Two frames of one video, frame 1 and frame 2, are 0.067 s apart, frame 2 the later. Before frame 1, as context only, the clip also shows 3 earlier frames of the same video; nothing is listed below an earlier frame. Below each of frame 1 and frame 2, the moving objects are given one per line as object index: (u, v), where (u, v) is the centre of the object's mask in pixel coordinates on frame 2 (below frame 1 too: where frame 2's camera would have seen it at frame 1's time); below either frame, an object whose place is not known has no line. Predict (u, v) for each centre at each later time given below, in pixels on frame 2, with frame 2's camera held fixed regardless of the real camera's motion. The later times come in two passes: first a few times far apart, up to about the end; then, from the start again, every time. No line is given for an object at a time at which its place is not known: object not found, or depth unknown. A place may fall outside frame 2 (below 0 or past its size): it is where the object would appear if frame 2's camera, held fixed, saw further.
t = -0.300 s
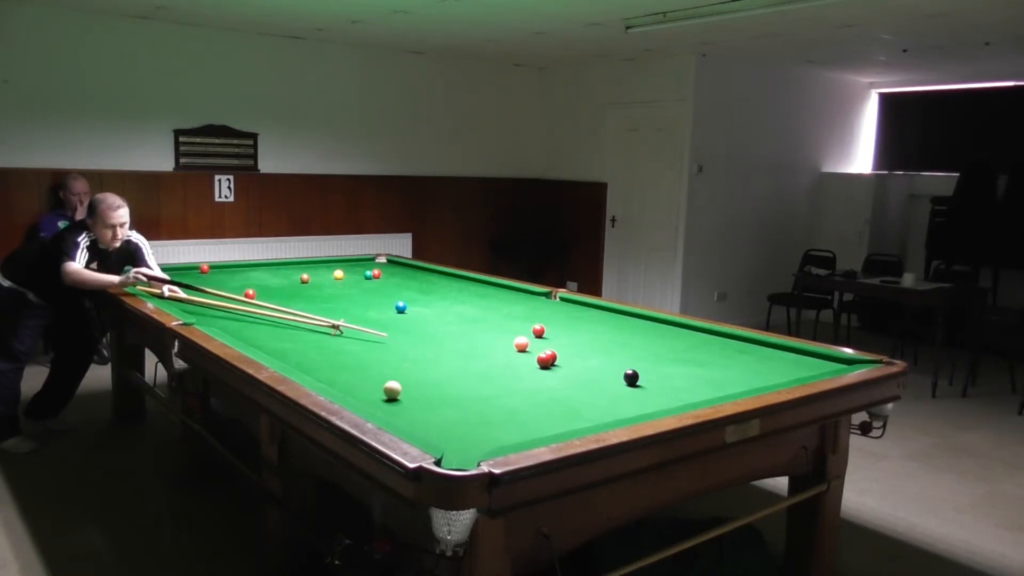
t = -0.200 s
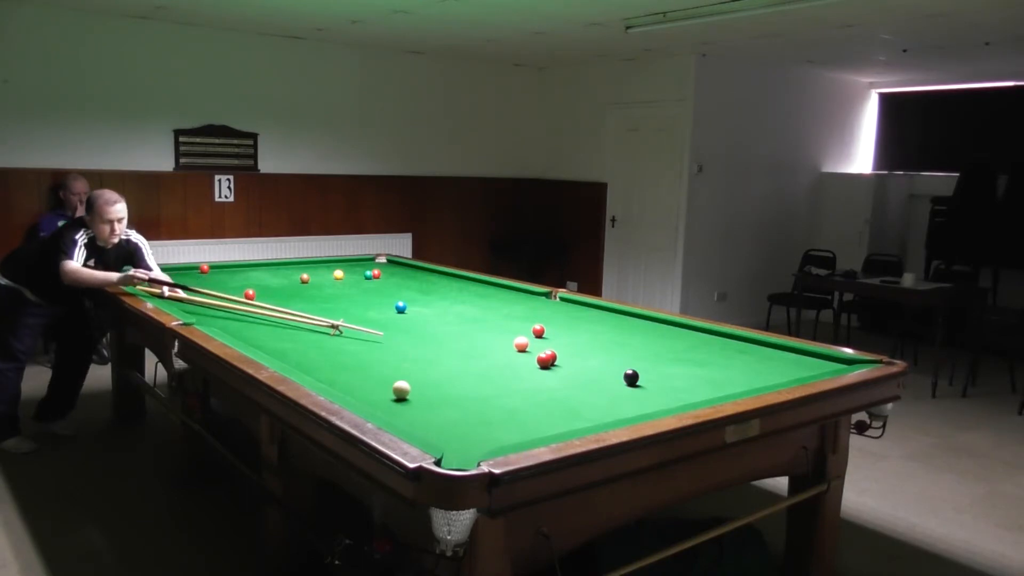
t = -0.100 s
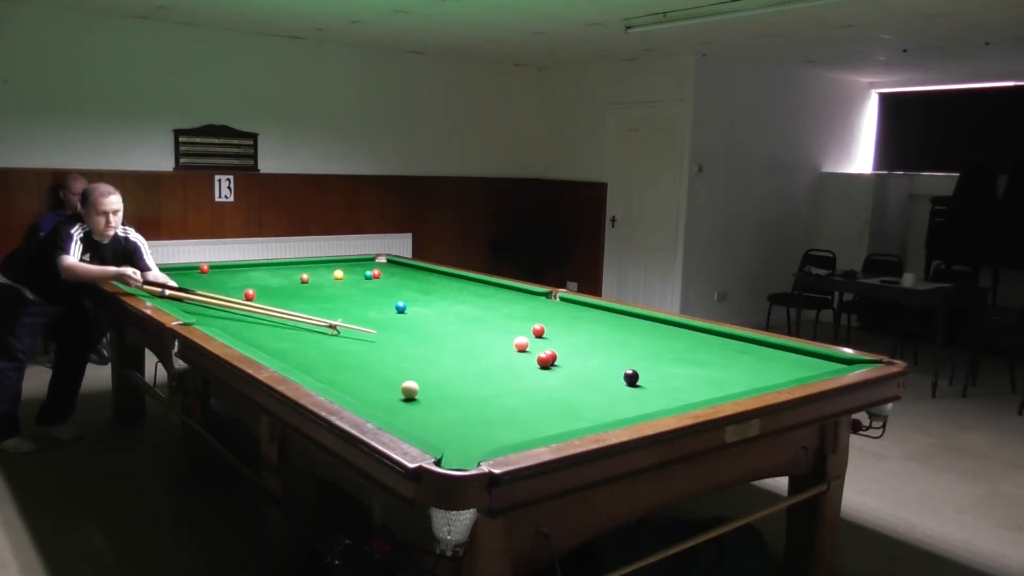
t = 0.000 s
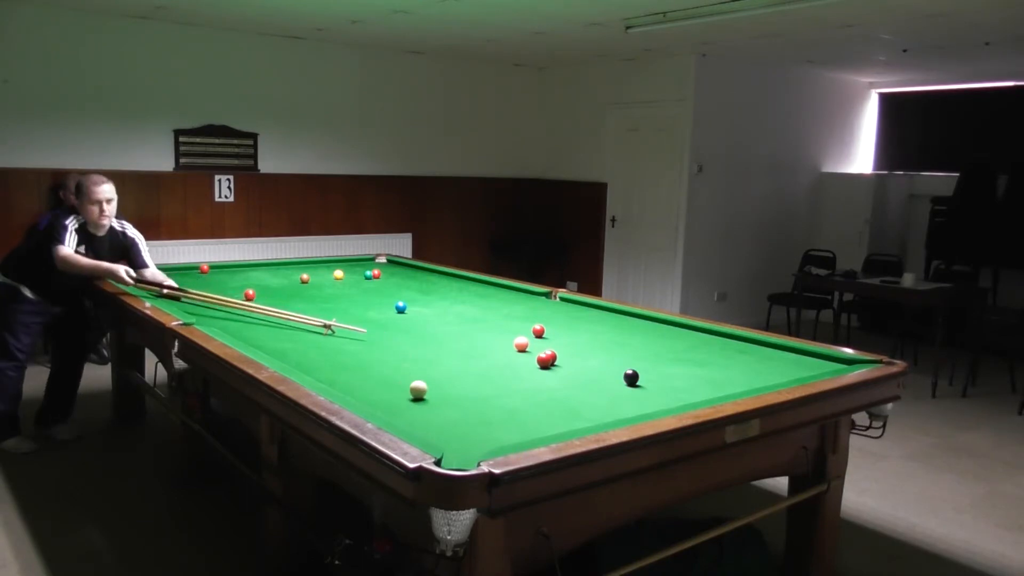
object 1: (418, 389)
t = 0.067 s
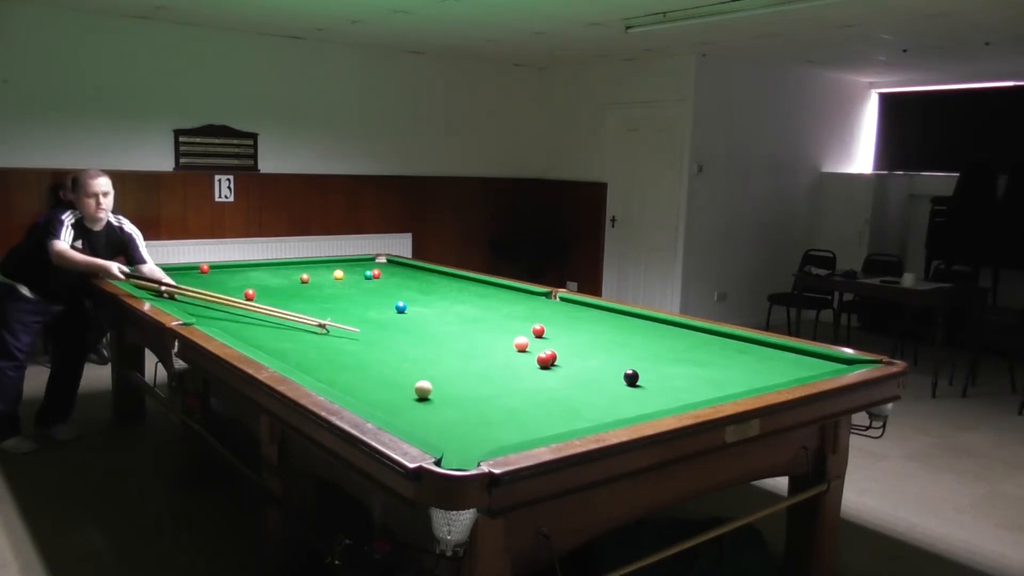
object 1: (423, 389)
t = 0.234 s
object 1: (437, 389)
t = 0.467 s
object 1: (453, 388)
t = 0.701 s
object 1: (468, 388)
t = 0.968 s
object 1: (483, 388)
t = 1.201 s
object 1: (495, 388)
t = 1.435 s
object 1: (505, 388)
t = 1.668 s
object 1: (513, 388)
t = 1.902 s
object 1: (521, 387)
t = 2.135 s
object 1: (526, 387)
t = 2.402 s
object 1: (531, 387)
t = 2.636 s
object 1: (532, 387)
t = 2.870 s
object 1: (533, 387)
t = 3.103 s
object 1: (533, 387)
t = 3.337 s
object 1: (532, 387)
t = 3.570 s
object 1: (532, 387)
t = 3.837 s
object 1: (532, 387)
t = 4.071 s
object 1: (532, 387)
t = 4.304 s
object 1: (532, 387)
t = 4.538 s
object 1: (532, 387)
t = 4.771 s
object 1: (532, 387)
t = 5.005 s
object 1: (532, 387)
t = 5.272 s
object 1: (532, 387)
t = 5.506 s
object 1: (532, 387)
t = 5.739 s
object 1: (532, 387)
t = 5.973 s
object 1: (532, 387)
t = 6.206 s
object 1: (532, 387)
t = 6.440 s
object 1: (532, 387)
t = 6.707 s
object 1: (532, 387)
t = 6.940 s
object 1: (532, 387)
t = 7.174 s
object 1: (532, 387)
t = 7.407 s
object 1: (532, 387)
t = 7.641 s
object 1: (532, 387)
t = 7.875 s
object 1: (532, 387)
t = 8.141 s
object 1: (532, 387)
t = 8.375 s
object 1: (532, 387)
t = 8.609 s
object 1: (532, 387)
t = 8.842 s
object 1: (532, 387)
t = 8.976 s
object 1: (532, 387)
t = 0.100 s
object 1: (426, 389)
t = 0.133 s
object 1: (429, 389)
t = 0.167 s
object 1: (431, 389)
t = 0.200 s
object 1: (434, 389)
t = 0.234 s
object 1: (437, 389)
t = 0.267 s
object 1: (438, 389)
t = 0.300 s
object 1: (441, 389)
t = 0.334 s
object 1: (444, 389)
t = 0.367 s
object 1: (446, 389)
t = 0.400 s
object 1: (449, 388)
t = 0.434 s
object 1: (451, 388)
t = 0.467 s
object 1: (453, 388)
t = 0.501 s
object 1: (455, 388)
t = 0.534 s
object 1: (458, 388)
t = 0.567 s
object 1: (459, 388)
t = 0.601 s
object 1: (462, 388)
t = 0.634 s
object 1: (464, 388)
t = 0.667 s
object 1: (466, 388)
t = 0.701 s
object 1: (468, 388)
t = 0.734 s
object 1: (470, 388)
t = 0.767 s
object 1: (472, 388)
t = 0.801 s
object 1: (474, 388)
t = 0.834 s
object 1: (476, 388)
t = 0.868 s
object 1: (477, 388)
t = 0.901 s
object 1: (480, 388)
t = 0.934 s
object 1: (482, 388)
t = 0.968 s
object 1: (483, 388)
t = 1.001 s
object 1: (485, 388)
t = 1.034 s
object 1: (487, 388)
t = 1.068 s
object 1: (488, 388)
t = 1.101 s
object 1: (490, 388)
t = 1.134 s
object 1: (492, 388)
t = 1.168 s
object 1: (493, 388)
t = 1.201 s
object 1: (495, 388)
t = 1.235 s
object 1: (497, 388)
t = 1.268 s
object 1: (498, 388)
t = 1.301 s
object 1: (499, 388)
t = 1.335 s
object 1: (501, 388)
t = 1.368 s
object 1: (502, 388)
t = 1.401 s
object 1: (504, 388)
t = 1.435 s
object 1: (505, 388)
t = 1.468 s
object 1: (506, 388)
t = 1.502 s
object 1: (508, 388)
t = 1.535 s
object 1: (509, 388)
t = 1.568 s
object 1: (510, 388)
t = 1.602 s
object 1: (511, 388)
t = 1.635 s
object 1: (513, 388)
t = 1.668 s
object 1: (513, 388)
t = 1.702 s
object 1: (515, 387)
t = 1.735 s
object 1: (516, 387)
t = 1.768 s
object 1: (517, 387)
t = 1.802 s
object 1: (518, 387)
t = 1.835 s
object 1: (519, 387)
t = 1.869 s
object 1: (520, 387)
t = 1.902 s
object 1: (521, 387)
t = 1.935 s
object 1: (522, 387)
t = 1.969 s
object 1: (522, 387)
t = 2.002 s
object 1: (523, 387)
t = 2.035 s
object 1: (524, 387)
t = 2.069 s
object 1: (525, 387)
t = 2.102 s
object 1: (525, 387)
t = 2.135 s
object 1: (526, 387)
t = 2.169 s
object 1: (527, 387)
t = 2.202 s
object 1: (528, 387)
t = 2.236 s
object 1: (528, 387)
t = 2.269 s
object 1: (529, 387)
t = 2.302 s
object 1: (529, 387)
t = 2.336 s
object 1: (530, 387)
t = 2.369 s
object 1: (530, 387)
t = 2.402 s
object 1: (531, 387)
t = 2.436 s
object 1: (531, 387)
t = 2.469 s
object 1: (531, 387)
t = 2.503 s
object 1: (532, 387)
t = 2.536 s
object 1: (532, 387)
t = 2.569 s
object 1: (532, 387)
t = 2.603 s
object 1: (532, 387)
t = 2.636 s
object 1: (532, 387)
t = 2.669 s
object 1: (533, 387)
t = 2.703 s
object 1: (533, 387)
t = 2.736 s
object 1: (533, 387)
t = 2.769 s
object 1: (533, 387)
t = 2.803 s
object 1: (533, 387)
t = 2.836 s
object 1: (533, 387)
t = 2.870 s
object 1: (533, 387)
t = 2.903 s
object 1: (533, 387)
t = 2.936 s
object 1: (533, 387)
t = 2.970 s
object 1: (533, 387)
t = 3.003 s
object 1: (533, 387)
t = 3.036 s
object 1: (533, 387)
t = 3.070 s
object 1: (533, 387)
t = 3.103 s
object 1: (533, 387)
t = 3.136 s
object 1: (532, 387)
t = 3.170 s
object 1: (532, 387)
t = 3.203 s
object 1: (532, 387)
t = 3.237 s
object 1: (532, 387)
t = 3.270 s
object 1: (532, 387)
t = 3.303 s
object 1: (532, 387)
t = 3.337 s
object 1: (532, 387)
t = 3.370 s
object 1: (532, 387)
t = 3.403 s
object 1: (532, 387)
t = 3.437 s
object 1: (532, 387)
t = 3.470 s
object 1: (532, 387)
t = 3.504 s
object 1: (532, 387)
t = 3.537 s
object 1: (532, 387)
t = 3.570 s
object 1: (532, 387)
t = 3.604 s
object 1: (532, 387)
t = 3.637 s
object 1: (532, 387)
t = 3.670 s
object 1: (532, 387)
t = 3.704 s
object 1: (532, 387)
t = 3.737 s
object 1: (532, 387)
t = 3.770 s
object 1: (532, 387)
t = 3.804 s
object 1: (532, 387)
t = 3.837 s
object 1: (532, 387)
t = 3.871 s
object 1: (532, 387)
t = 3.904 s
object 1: (532, 387)
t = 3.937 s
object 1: (532, 387)
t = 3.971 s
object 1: (532, 387)
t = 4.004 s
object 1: (532, 387)
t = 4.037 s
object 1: (532, 387)
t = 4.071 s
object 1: (532, 387)
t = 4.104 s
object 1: (532, 387)
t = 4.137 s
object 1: (532, 387)
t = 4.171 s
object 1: (532, 387)
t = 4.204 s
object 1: (532, 387)
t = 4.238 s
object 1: (532, 387)
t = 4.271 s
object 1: (532, 387)
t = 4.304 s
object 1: (532, 387)
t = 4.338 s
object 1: (532, 387)
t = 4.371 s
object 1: (532, 387)
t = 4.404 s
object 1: (532, 387)
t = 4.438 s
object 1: (532, 387)
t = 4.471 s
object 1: (532, 387)
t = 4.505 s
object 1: (532, 387)
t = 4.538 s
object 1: (532, 387)
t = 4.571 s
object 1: (532, 387)
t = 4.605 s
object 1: (532, 387)
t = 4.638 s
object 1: (532, 387)
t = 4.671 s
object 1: (532, 387)
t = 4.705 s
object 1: (532, 387)
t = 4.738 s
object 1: (532, 387)
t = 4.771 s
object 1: (532, 387)
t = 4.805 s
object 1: (532, 387)
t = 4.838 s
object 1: (532, 387)
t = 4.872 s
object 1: (532, 387)
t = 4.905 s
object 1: (532, 387)
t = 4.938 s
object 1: (532, 387)
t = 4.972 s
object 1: (532, 387)
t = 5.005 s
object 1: (532, 387)
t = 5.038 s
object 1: (532, 387)
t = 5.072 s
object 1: (532, 387)
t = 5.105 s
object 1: (532, 387)
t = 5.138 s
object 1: (532, 387)
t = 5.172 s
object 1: (532, 387)
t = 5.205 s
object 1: (532, 387)
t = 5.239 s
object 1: (532, 387)
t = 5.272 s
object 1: (532, 387)
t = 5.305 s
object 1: (532, 387)
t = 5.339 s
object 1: (532, 387)
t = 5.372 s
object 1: (532, 387)
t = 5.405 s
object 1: (532, 387)
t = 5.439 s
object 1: (532, 387)
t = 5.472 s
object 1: (532, 387)
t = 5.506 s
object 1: (532, 387)
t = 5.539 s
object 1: (532, 387)
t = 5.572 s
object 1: (532, 387)
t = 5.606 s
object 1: (532, 387)
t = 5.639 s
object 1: (532, 387)
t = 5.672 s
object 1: (532, 387)
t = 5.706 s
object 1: (532, 387)
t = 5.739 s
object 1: (532, 387)
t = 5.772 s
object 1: (532, 387)
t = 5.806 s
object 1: (532, 387)
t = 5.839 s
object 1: (532, 387)
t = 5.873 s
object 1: (532, 387)
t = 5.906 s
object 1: (532, 387)
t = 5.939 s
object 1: (532, 387)
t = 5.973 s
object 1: (532, 387)
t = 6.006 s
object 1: (532, 387)
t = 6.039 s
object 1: (532, 387)
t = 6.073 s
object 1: (532, 387)
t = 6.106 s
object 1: (532, 387)
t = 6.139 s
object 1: (532, 387)
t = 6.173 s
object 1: (532, 387)
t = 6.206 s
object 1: (532, 387)
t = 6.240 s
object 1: (532, 387)
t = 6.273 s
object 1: (532, 387)
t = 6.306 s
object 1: (532, 387)
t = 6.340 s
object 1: (532, 387)
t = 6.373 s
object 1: (532, 387)
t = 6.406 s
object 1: (532, 387)
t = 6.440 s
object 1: (532, 387)
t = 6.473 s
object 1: (532, 387)
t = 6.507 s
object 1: (532, 387)
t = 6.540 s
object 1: (532, 387)
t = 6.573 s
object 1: (532, 387)
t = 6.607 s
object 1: (532, 387)
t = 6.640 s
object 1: (532, 387)
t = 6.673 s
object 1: (532, 387)
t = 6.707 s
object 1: (532, 387)
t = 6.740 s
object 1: (532, 387)
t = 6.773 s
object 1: (532, 387)
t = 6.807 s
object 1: (532, 387)
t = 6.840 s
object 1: (532, 387)
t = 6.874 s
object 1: (532, 387)
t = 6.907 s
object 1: (532, 387)
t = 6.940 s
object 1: (532, 387)
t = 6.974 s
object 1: (532, 387)
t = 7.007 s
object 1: (532, 387)
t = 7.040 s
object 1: (532, 387)
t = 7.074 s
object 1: (532, 387)
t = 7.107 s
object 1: (532, 387)
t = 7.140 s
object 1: (532, 387)
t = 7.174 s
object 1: (532, 387)
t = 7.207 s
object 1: (532, 387)
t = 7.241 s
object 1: (532, 387)
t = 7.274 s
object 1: (532, 387)
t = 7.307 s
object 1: (532, 387)
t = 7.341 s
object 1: (532, 387)
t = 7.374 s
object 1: (532, 387)
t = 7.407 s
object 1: (532, 387)
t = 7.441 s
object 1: (532, 387)
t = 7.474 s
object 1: (532, 387)
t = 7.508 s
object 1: (532, 387)
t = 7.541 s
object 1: (532, 387)
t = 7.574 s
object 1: (532, 387)
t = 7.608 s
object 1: (532, 387)
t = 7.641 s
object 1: (532, 387)
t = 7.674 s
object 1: (532, 387)
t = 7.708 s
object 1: (532, 387)
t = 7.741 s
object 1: (532, 387)
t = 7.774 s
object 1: (532, 387)
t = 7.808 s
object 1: (532, 387)
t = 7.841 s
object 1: (532, 387)
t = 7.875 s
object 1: (532, 387)
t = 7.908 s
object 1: (532, 387)
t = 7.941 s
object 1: (532, 387)
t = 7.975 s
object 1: (532, 387)
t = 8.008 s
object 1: (532, 387)
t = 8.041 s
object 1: (532, 387)
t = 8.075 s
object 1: (532, 387)
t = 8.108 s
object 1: (532, 387)
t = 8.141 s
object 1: (532, 387)
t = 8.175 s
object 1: (533, 387)
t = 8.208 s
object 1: (532, 387)
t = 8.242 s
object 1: (532, 387)
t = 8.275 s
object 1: (532, 387)
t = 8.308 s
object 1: (532, 387)
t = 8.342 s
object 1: (532, 387)
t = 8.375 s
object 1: (532, 387)
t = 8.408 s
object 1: (532, 387)
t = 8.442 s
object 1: (532, 387)
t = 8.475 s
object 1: (532, 387)
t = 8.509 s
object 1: (532, 387)
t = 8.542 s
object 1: (532, 387)
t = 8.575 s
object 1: (532, 387)
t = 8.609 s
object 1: (532, 387)
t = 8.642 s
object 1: (532, 387)
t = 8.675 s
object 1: (532, 387)
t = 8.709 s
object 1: (532, 387)
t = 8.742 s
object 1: (532, 387)
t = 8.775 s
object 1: (532, 387)
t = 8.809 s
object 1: (532, 387)
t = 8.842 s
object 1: (532, 387)
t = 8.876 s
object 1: (532, 387)
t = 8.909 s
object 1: (532, 387)
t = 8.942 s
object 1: (532, 387)
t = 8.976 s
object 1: (532, 387)
